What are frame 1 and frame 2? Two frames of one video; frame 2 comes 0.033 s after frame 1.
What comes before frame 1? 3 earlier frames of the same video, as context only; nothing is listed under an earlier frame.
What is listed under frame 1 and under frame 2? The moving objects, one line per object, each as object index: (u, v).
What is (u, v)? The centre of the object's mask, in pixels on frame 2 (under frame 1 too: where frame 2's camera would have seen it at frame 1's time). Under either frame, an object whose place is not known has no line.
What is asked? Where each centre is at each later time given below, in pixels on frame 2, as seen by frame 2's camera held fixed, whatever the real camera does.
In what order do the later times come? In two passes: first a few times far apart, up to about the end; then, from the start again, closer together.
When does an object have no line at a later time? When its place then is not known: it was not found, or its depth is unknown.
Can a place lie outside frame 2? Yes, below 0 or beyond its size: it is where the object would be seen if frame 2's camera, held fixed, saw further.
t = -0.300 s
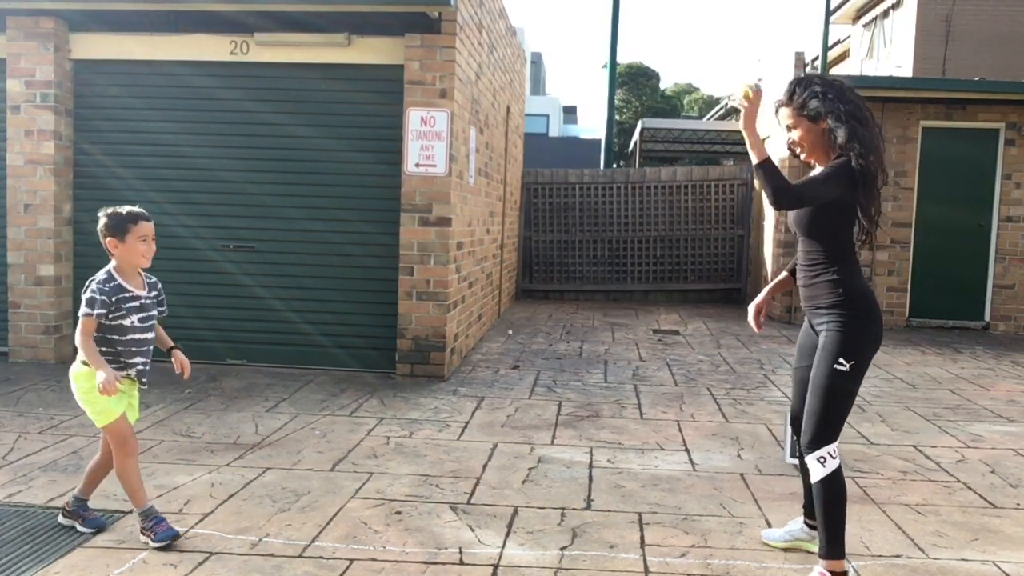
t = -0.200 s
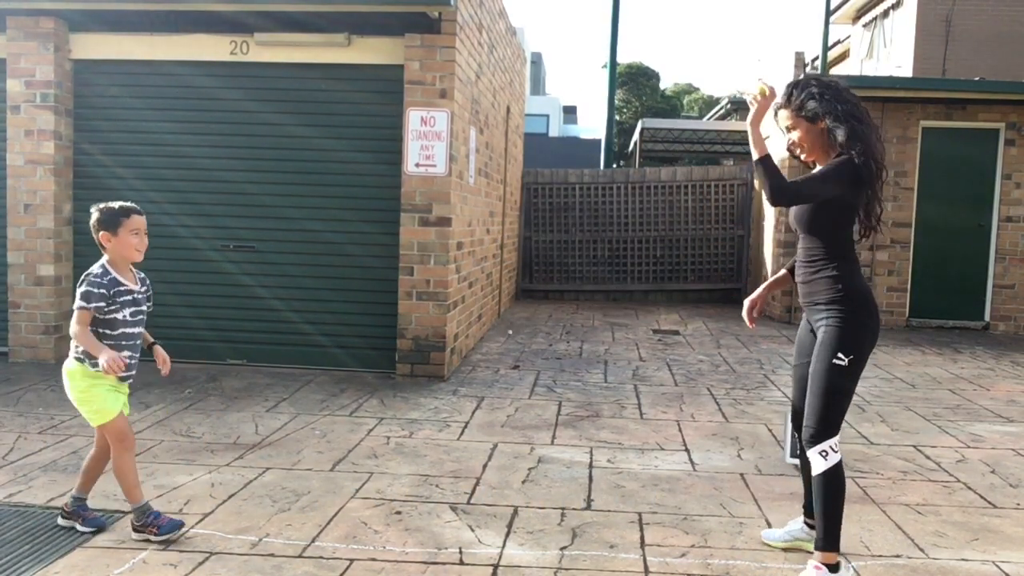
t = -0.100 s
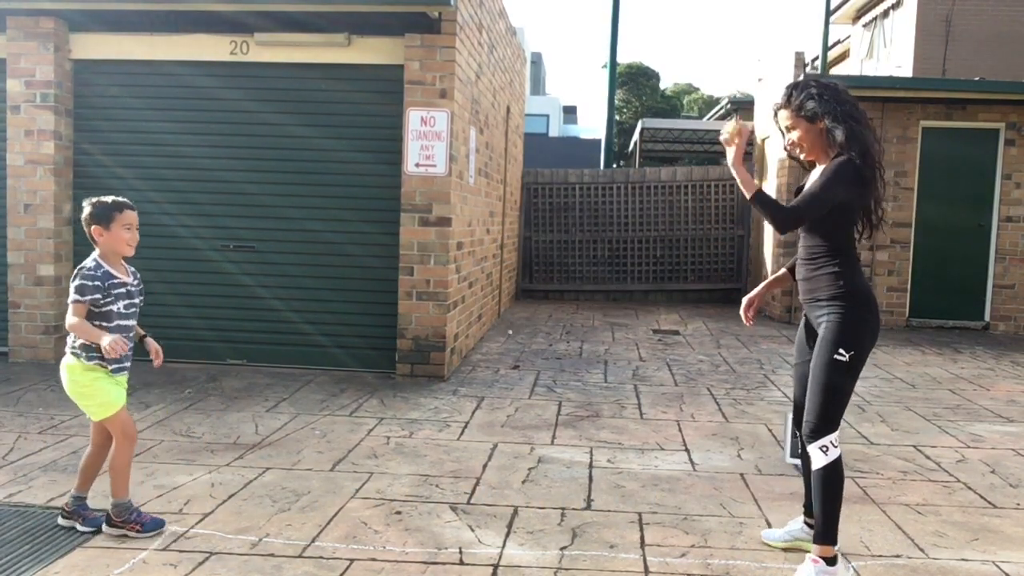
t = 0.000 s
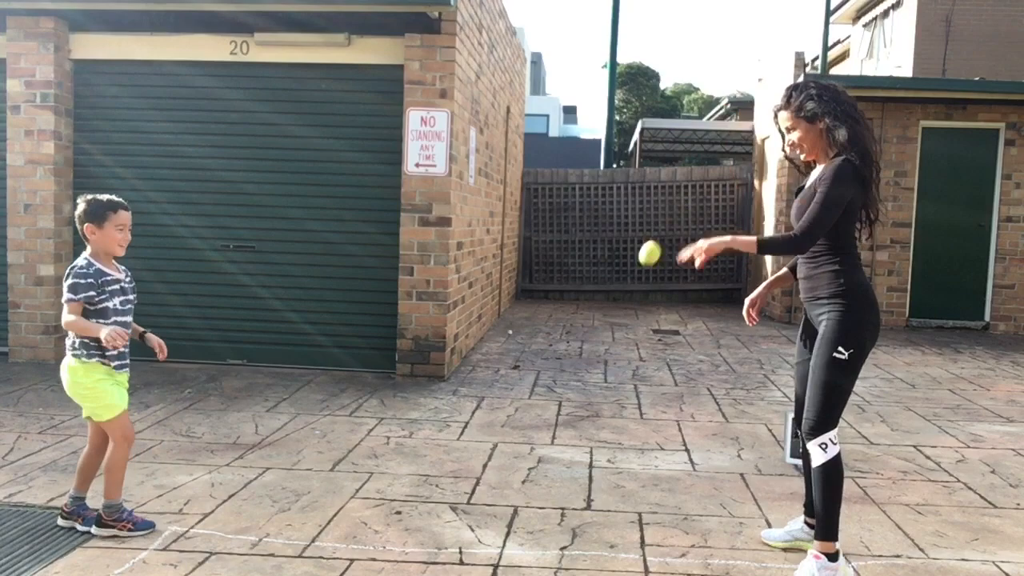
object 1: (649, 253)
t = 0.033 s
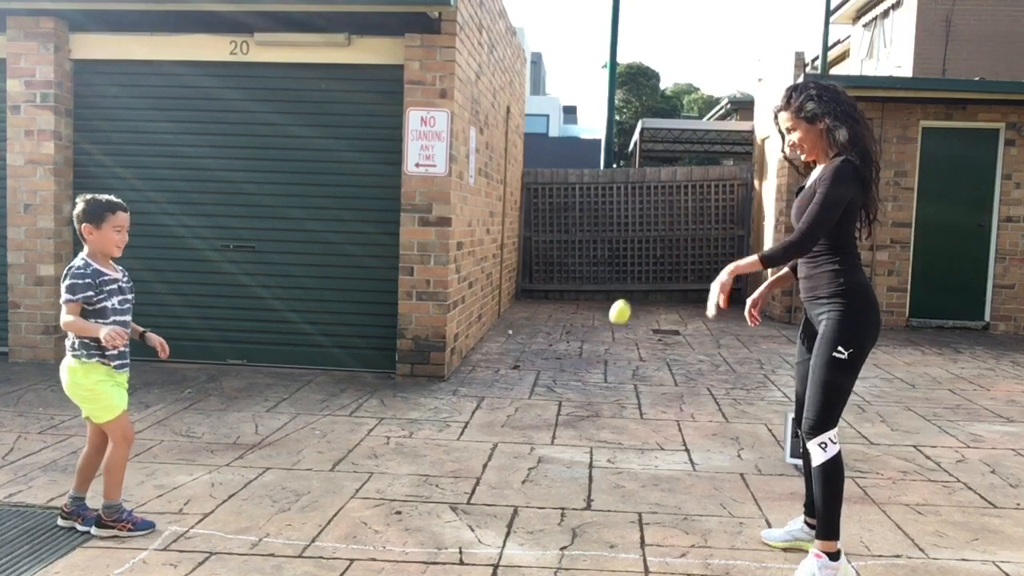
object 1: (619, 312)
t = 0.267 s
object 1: (487, 416)
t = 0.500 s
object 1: (421, 233)
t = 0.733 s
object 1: (352, 198)
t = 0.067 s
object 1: (591, 373)
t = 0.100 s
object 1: (563, 435)
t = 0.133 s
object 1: (535, 501)
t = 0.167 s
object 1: (515, 535)
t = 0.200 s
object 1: (505, 493)
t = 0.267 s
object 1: (487, 416)
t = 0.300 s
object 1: (478, 381)
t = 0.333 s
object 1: (468, 349)
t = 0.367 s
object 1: (459, 320)
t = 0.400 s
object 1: (450, 294)
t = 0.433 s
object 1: (440, 271)
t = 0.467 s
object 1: (430, 250)
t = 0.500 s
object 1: (421, 233)
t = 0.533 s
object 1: (411, 219)
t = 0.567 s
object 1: (401, 208)
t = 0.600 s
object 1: (391, 199)
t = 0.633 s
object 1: (381, 194)
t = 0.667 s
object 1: (372, 192)
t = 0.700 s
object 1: (362, 194)
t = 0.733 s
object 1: (352, 198)
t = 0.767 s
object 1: (342, 206)
